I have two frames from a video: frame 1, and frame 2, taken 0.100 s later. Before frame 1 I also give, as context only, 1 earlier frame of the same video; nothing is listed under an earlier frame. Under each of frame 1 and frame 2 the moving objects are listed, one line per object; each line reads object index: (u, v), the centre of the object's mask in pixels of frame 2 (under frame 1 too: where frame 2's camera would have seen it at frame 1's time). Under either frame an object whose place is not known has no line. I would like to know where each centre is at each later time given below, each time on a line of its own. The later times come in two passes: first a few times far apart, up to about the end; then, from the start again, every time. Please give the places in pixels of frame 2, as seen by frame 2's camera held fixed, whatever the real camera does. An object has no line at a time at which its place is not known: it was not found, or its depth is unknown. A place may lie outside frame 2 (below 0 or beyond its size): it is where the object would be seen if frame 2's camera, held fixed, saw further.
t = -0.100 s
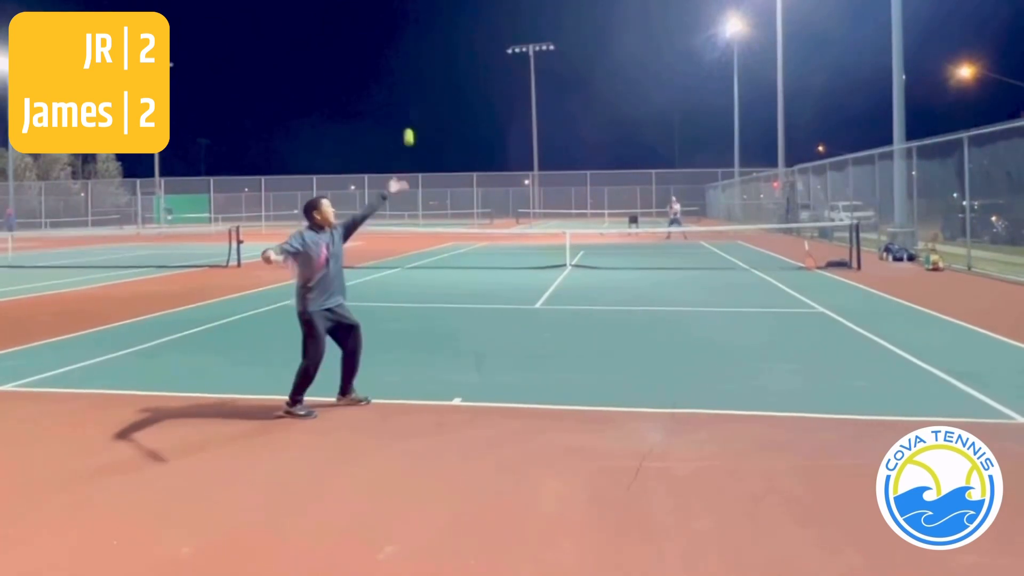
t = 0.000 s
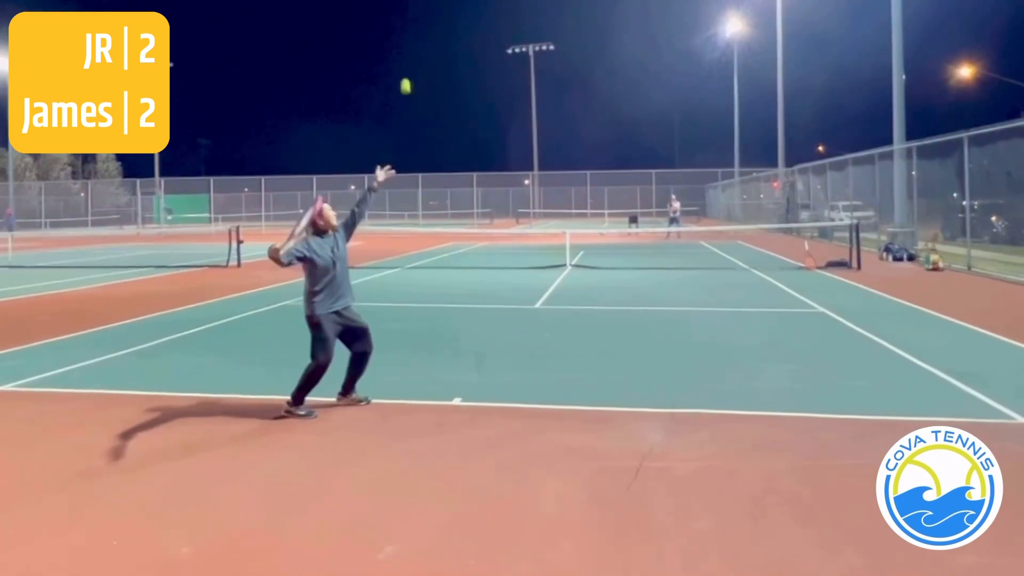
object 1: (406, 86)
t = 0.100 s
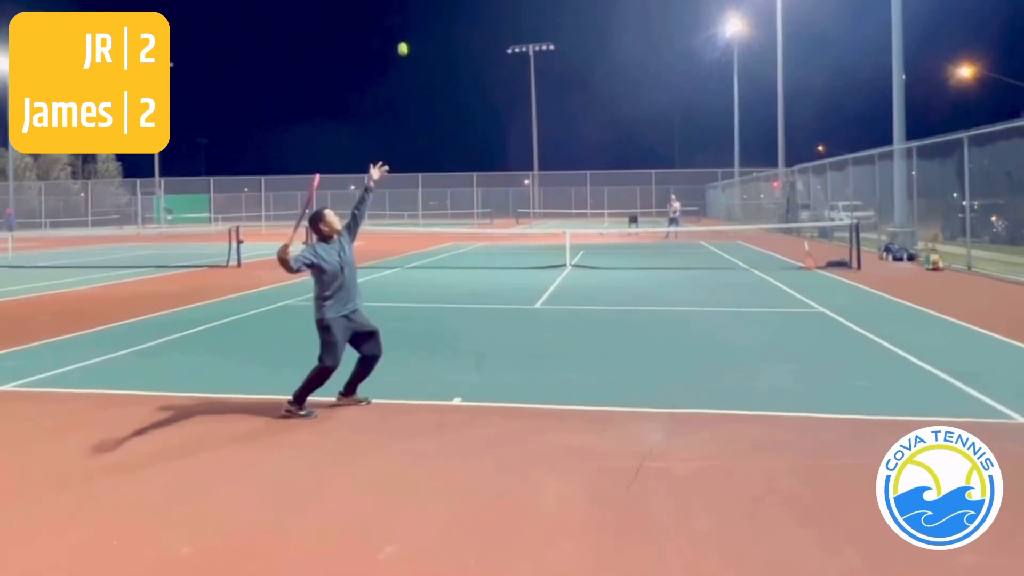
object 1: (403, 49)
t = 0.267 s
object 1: (399, 15)
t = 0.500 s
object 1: (395, 24)
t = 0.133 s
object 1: (402, 39)
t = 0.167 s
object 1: (401, 31)
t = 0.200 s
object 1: (400, 25)
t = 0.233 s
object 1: (400, 19)
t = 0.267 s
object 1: (399, 15)
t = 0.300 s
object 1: (399, 13)
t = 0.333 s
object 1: (398, 11)
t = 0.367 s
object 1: (398, 11)
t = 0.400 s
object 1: (397, 13)
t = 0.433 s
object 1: (396, 15)
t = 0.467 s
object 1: (396, 19)
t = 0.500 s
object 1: (395, 24)
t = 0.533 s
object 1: (395, 30)
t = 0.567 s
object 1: (394, 37)
